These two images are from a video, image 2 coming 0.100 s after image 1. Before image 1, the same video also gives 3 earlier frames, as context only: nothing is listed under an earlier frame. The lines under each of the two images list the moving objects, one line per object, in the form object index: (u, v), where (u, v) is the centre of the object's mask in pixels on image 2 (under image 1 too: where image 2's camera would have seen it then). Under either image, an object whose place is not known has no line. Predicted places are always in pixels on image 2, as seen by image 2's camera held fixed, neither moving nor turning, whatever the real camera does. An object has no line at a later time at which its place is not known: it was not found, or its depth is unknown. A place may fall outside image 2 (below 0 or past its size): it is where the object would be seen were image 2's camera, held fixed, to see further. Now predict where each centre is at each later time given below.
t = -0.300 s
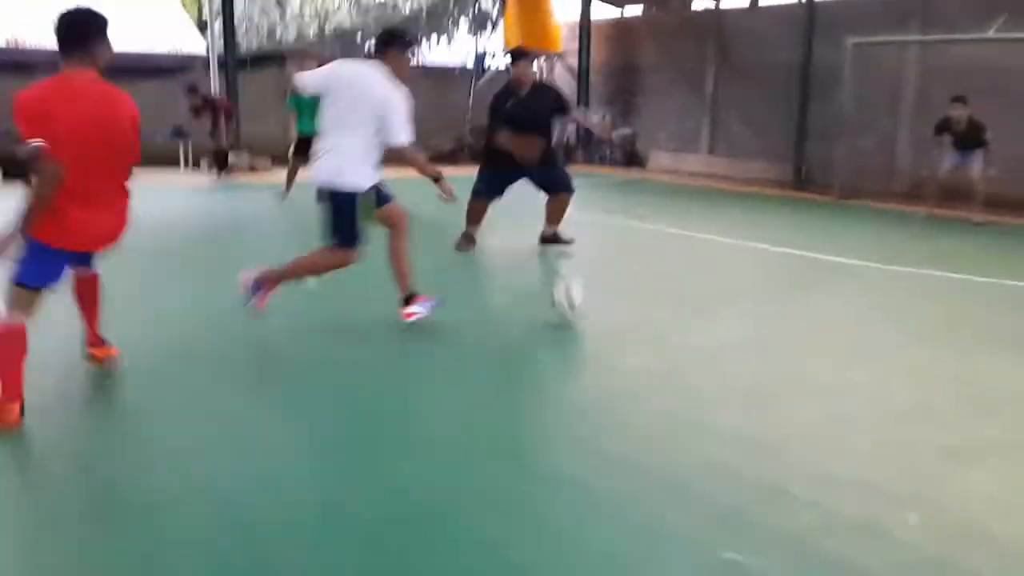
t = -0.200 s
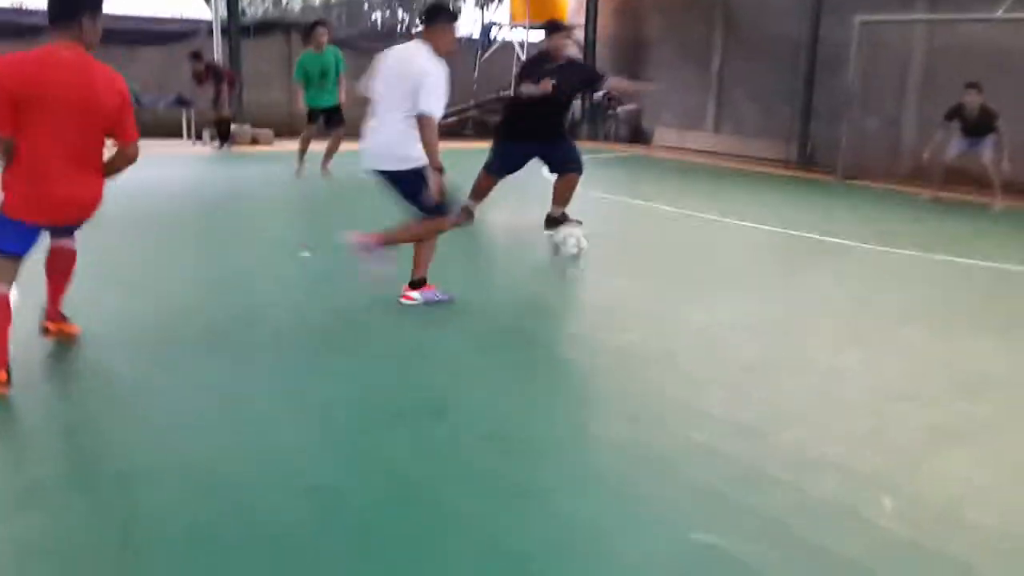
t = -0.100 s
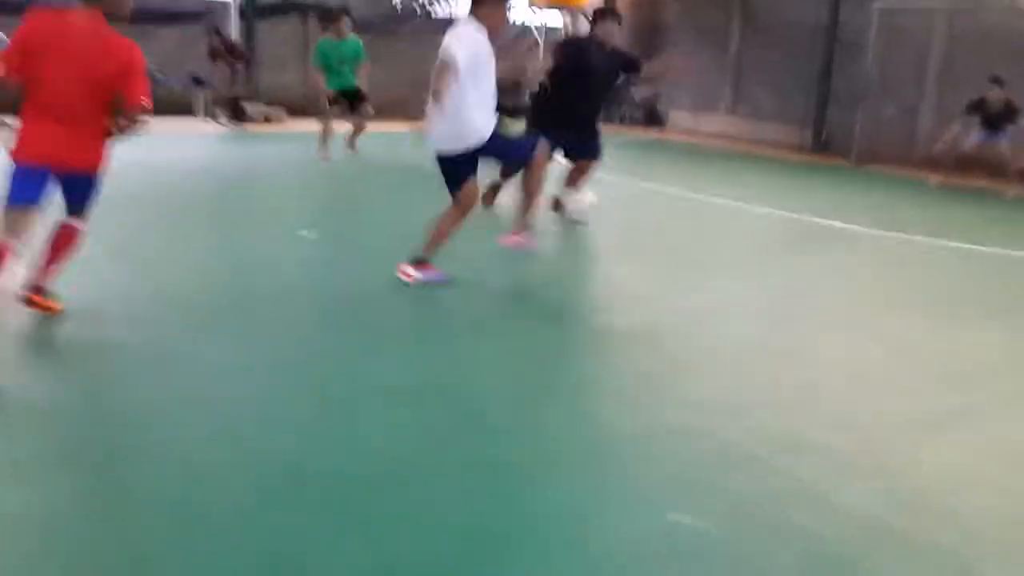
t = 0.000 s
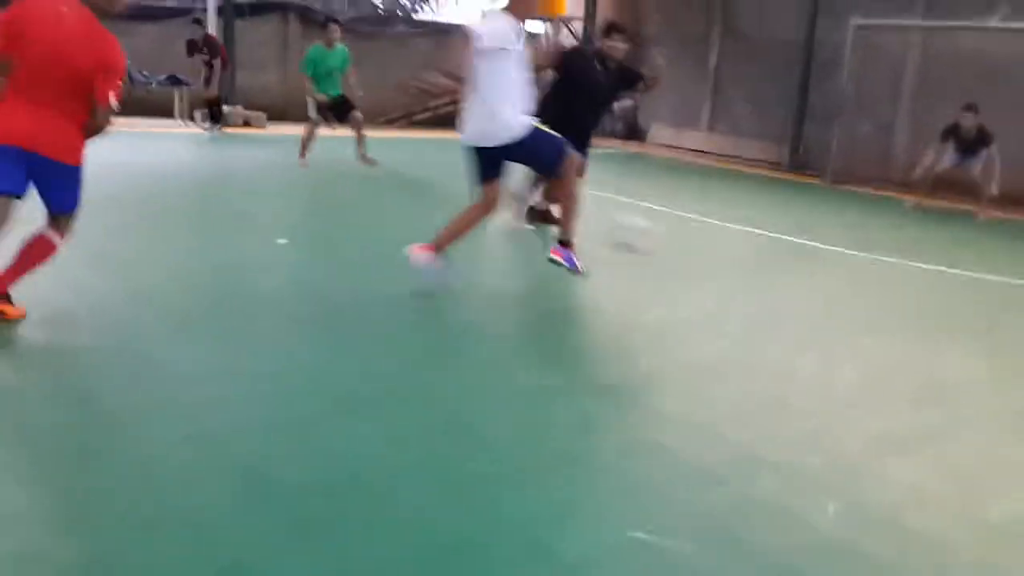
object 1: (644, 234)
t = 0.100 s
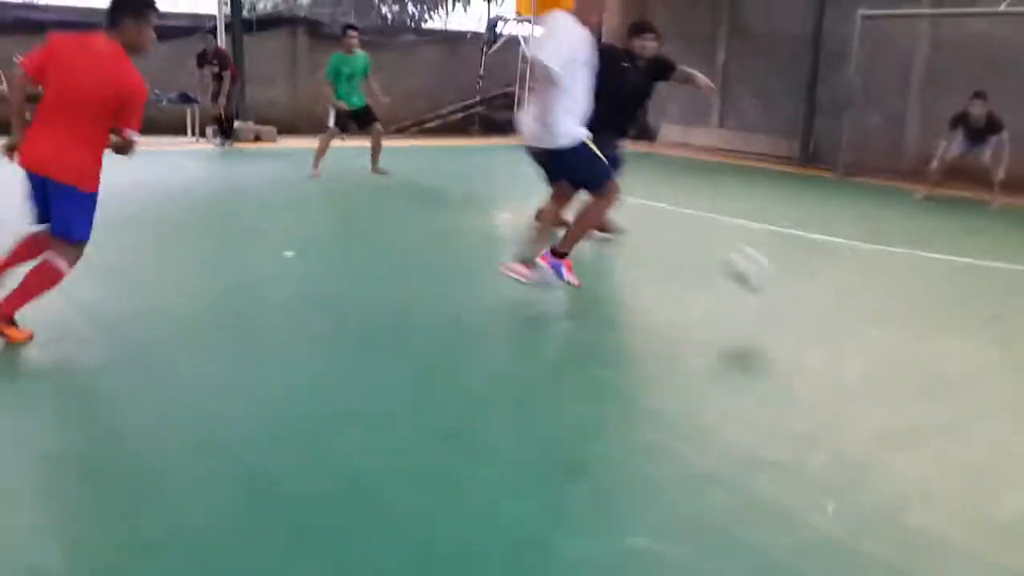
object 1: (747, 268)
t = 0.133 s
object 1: (784, 286)
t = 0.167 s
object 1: (817, 306)
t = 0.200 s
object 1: (844, 308)
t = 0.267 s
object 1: (879, 288)
